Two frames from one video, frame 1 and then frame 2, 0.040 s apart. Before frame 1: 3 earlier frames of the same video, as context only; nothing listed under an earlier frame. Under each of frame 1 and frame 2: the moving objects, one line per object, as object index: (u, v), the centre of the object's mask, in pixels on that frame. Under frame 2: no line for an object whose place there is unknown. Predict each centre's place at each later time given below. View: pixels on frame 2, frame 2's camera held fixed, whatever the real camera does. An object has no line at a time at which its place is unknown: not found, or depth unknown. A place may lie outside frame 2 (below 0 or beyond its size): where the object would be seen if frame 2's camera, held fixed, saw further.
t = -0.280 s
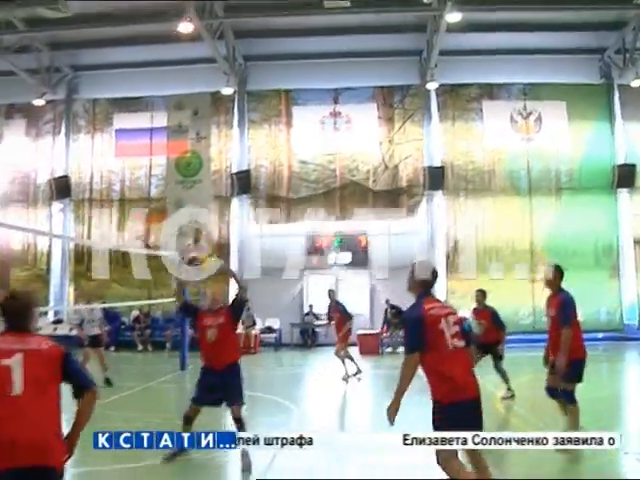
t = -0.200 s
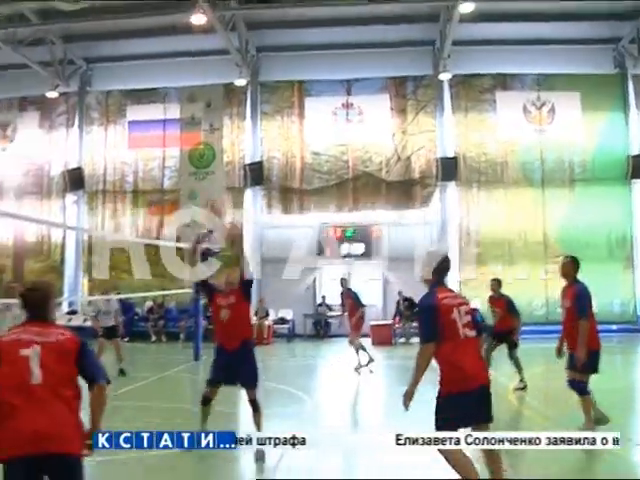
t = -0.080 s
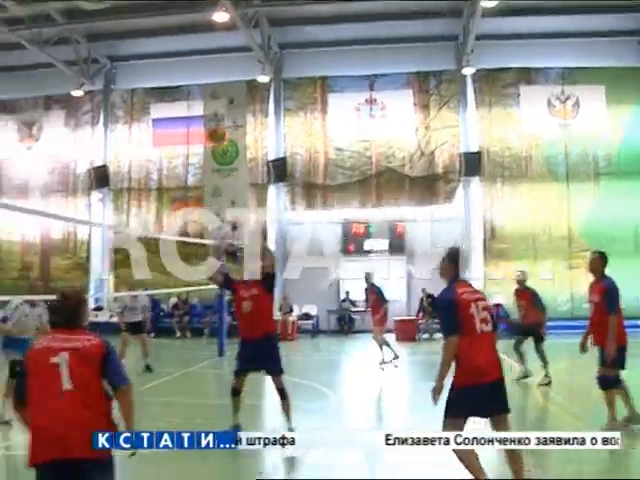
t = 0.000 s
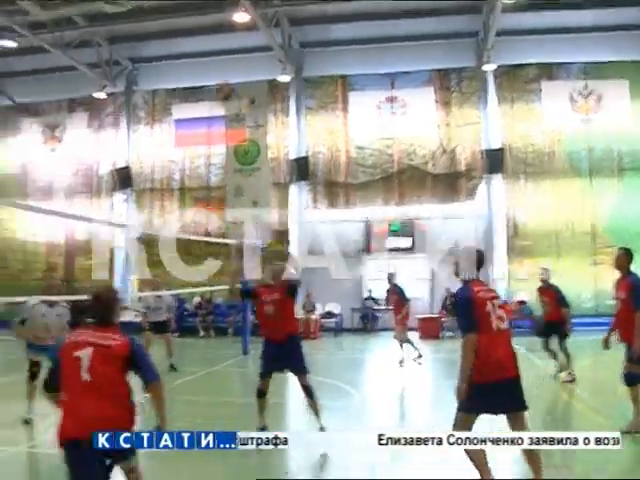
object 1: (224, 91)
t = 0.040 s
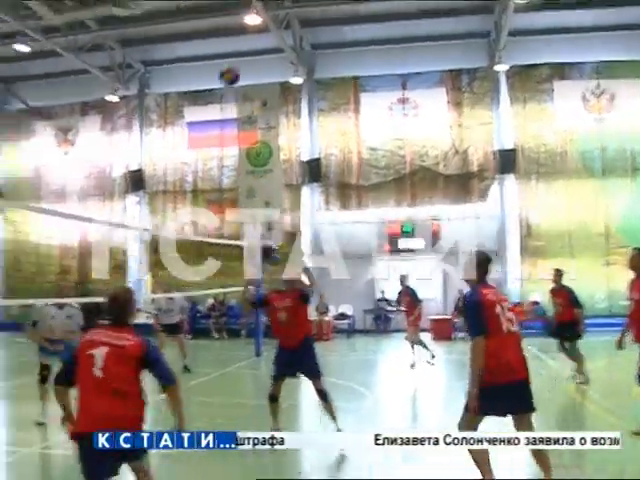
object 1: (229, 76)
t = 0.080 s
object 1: (221, 61)
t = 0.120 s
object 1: (213, 44)
